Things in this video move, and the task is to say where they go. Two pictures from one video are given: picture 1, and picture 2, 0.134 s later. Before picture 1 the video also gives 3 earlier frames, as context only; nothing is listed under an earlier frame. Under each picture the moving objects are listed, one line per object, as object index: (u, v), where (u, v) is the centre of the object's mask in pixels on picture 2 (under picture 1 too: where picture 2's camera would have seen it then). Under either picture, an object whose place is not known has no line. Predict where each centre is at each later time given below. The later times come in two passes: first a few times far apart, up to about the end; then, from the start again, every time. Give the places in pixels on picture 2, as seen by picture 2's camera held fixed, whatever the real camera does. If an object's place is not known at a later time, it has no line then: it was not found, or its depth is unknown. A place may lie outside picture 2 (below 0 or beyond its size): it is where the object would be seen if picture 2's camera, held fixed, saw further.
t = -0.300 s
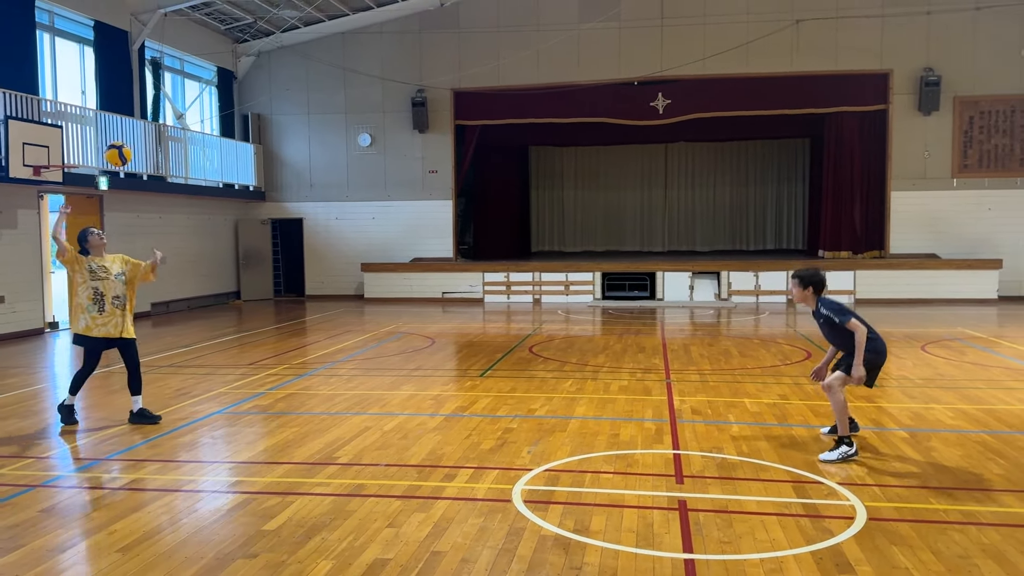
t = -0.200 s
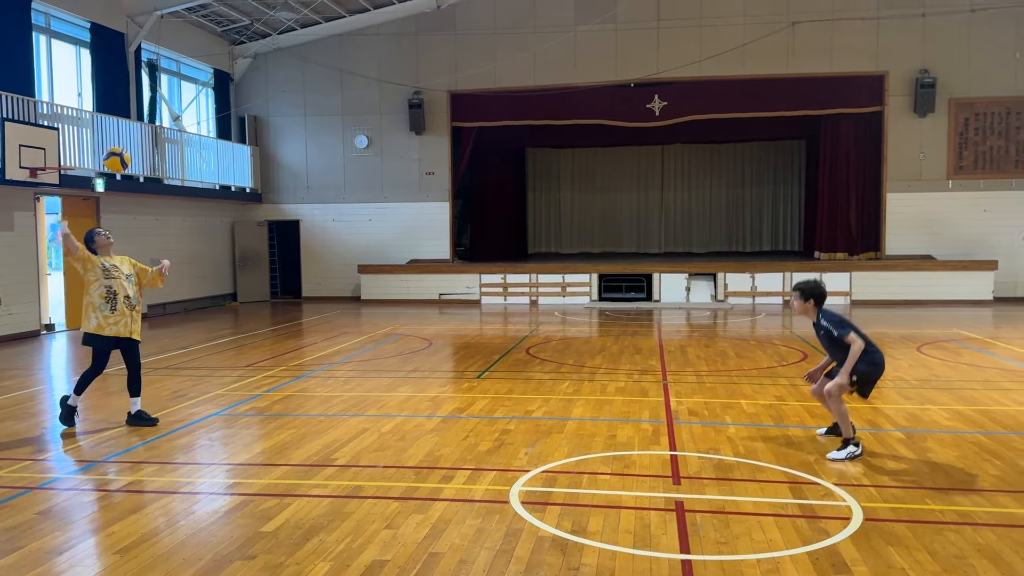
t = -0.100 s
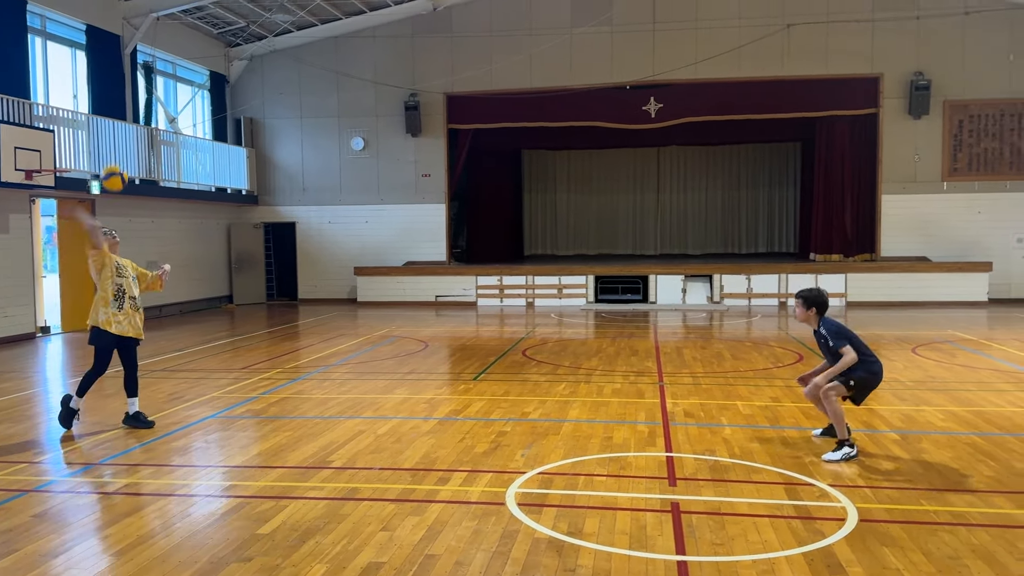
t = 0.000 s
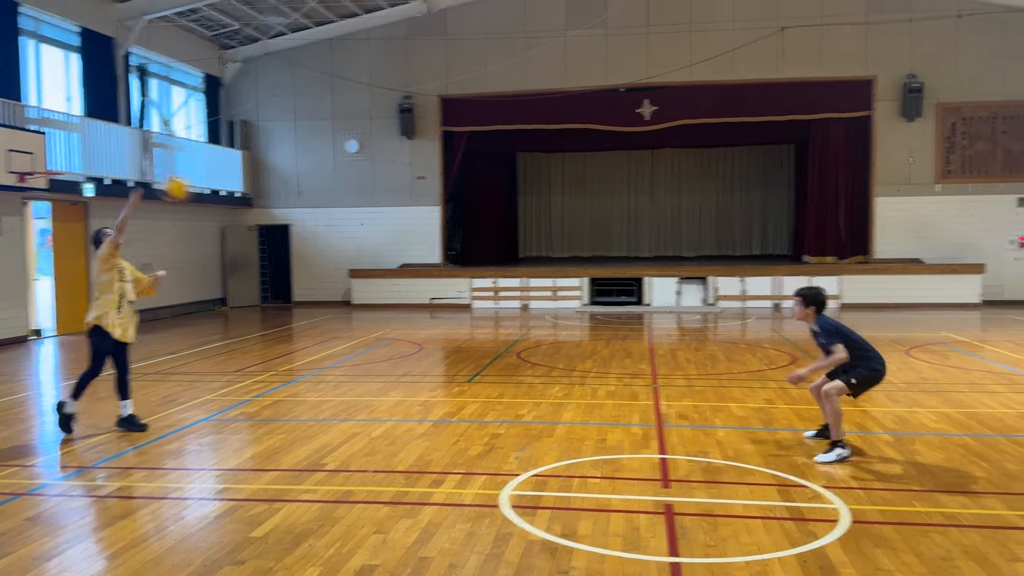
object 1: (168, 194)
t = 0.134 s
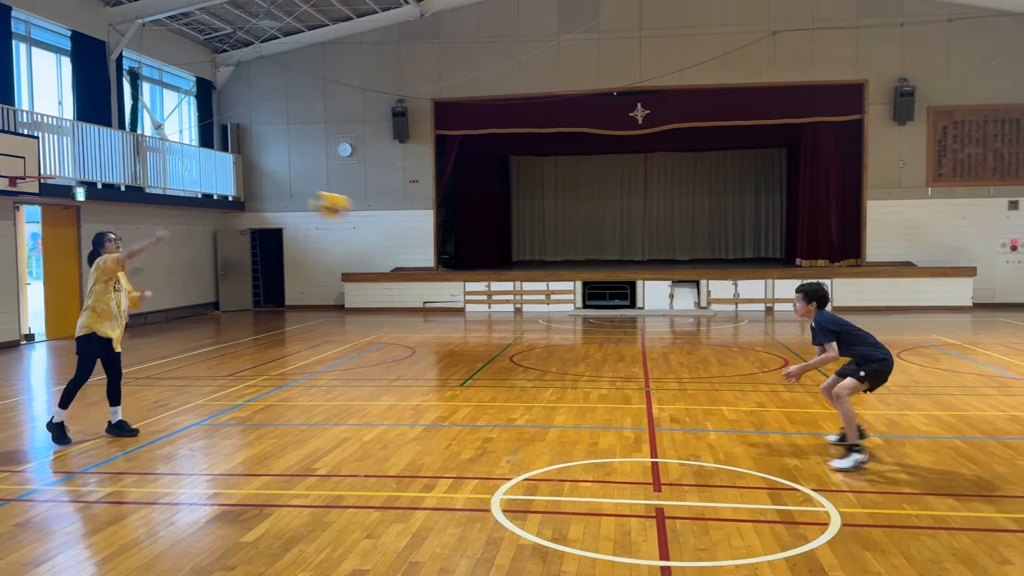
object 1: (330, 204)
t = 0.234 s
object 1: (454, 232)
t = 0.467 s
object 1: (757, 339)
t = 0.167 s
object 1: (374, 212)
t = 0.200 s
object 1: (412, 220)
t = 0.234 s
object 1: (454, 232)
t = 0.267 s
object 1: (494, 242)
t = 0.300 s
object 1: (535, 254)
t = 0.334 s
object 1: (578, 268)
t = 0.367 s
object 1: (619, 285)
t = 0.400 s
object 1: (663, 300)
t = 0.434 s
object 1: (708, 320)
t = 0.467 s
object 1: (757, 339)
